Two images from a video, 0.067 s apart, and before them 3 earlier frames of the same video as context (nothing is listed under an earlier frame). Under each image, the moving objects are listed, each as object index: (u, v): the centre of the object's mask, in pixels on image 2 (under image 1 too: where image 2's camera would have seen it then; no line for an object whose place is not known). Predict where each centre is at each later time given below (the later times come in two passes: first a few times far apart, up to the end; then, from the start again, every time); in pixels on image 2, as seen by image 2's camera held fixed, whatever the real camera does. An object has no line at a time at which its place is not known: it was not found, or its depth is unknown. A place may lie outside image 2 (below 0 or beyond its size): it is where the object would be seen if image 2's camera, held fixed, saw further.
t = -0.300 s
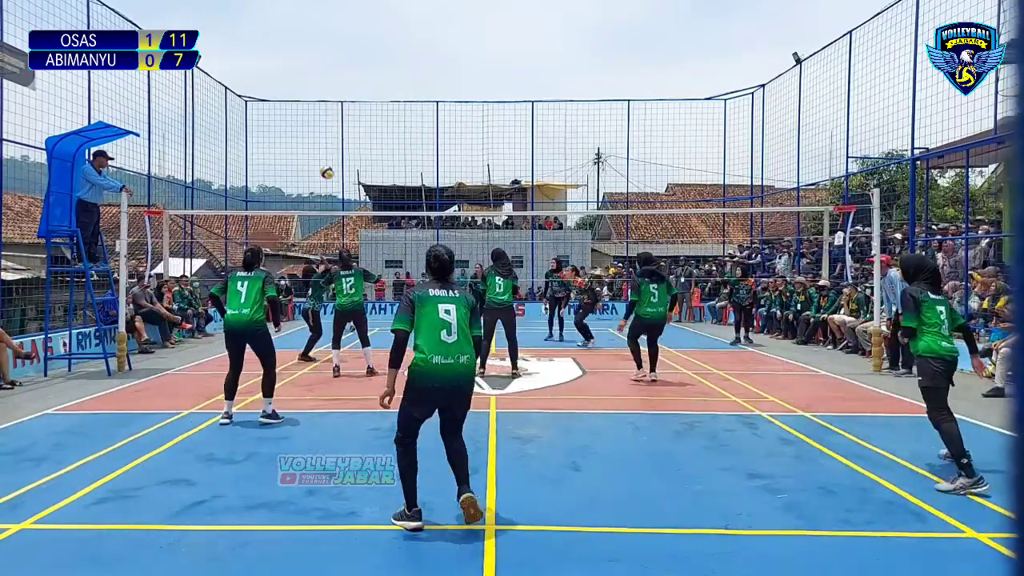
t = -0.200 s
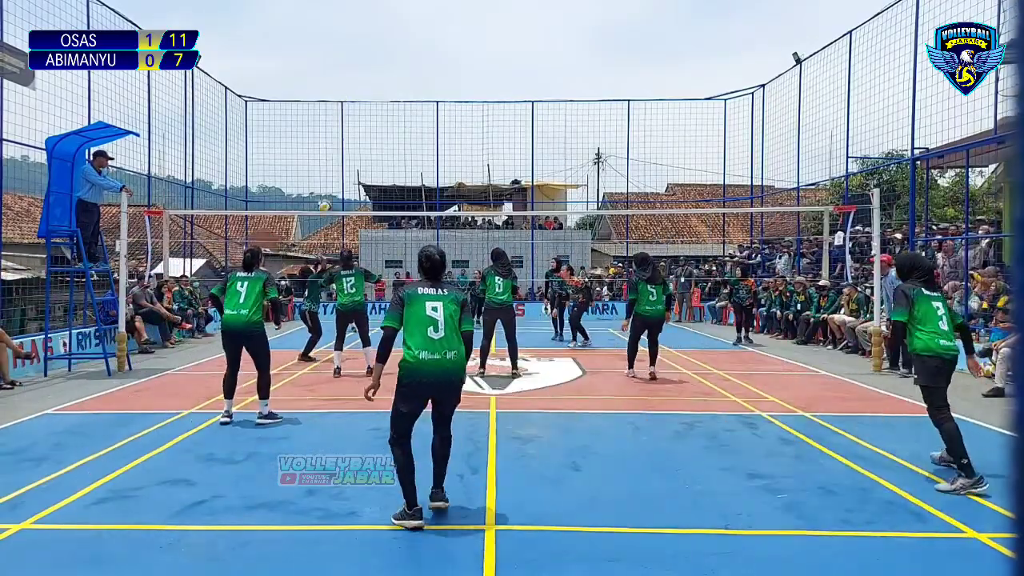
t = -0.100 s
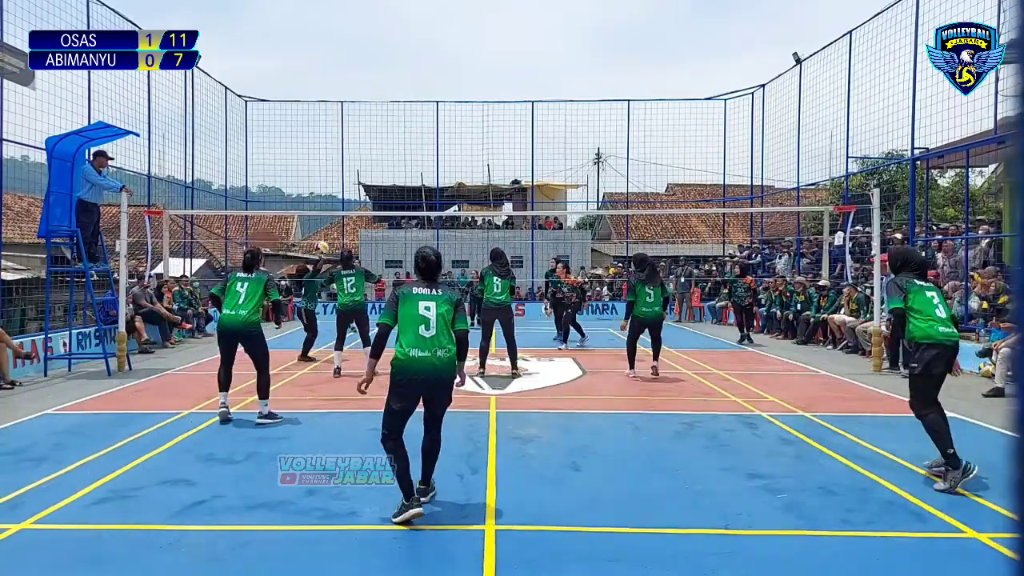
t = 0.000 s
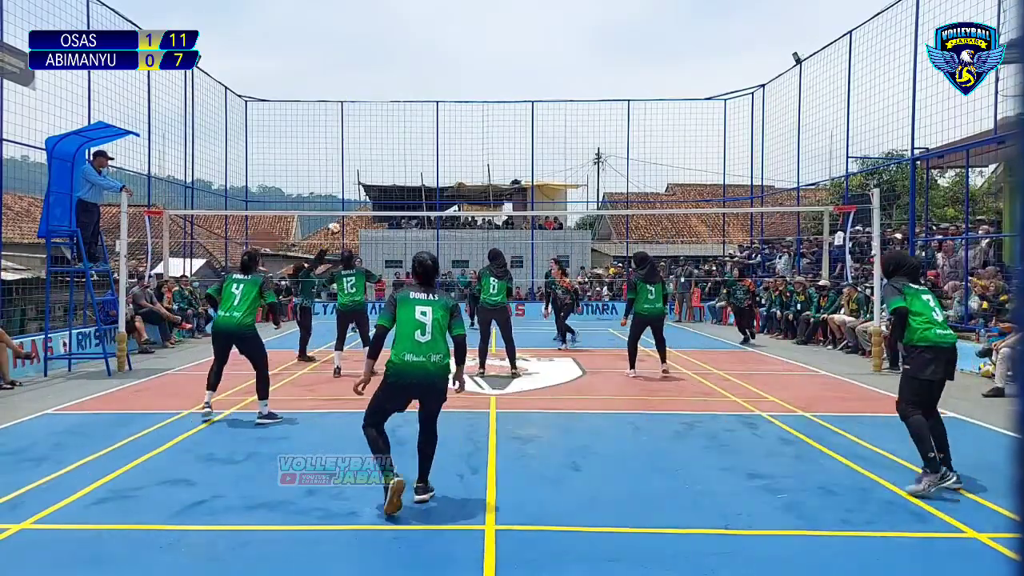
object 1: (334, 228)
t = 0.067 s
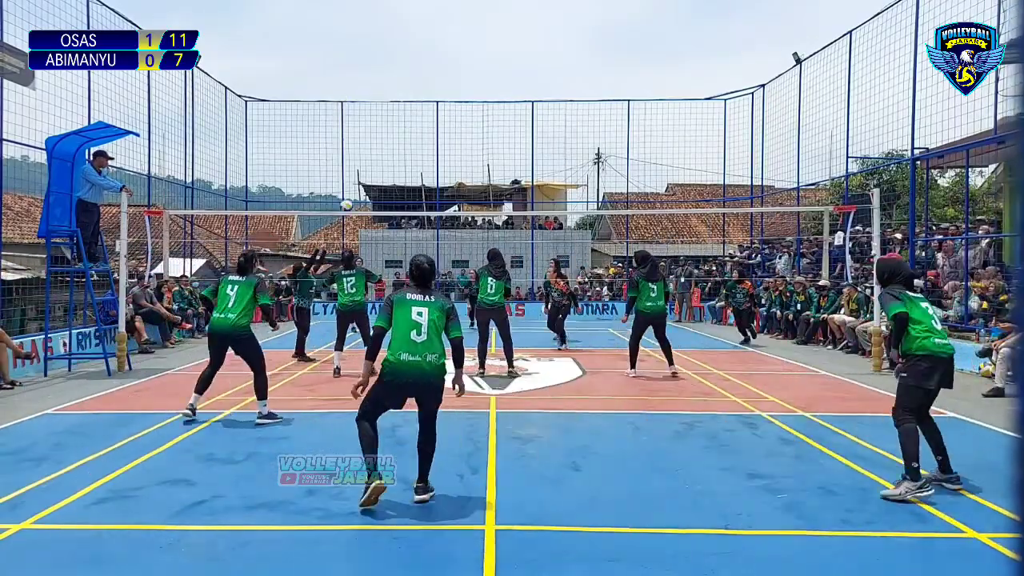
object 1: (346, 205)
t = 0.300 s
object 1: (391, 151)
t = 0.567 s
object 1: (441, 131)
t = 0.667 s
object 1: (458, 135)
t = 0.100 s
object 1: (352, 197)
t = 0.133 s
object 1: (359, 187)
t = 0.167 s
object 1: (365, 178)
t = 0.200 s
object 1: (372, 171)
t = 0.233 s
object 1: (378, 163)
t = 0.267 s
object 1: (385, 157)
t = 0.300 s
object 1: (391, 151)
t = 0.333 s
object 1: (397, 146)
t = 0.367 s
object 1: (403, 142)
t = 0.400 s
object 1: (410, 138)
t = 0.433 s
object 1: (416, 135)
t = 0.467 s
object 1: (422, 133)
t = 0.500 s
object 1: (428, 132)
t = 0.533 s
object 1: (434, 131)
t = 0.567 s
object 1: (441, 131)
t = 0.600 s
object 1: (447, 132)
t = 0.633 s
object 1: (452, 133)
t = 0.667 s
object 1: (458, 135)
